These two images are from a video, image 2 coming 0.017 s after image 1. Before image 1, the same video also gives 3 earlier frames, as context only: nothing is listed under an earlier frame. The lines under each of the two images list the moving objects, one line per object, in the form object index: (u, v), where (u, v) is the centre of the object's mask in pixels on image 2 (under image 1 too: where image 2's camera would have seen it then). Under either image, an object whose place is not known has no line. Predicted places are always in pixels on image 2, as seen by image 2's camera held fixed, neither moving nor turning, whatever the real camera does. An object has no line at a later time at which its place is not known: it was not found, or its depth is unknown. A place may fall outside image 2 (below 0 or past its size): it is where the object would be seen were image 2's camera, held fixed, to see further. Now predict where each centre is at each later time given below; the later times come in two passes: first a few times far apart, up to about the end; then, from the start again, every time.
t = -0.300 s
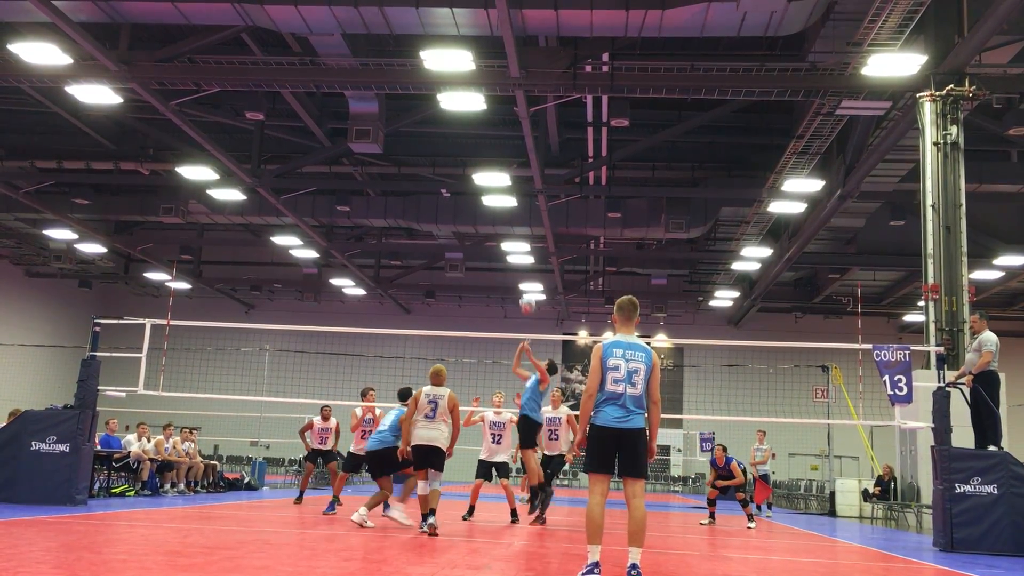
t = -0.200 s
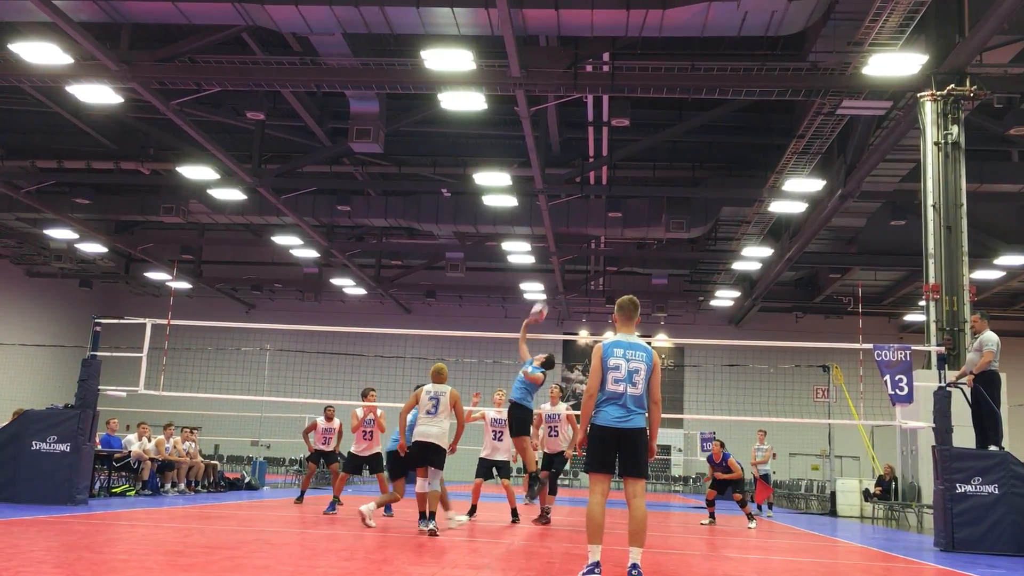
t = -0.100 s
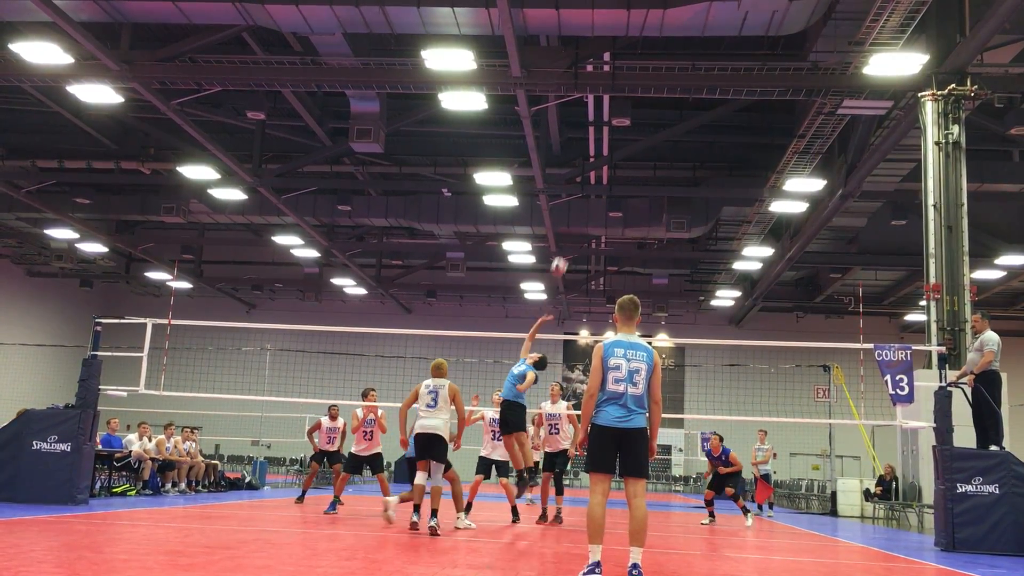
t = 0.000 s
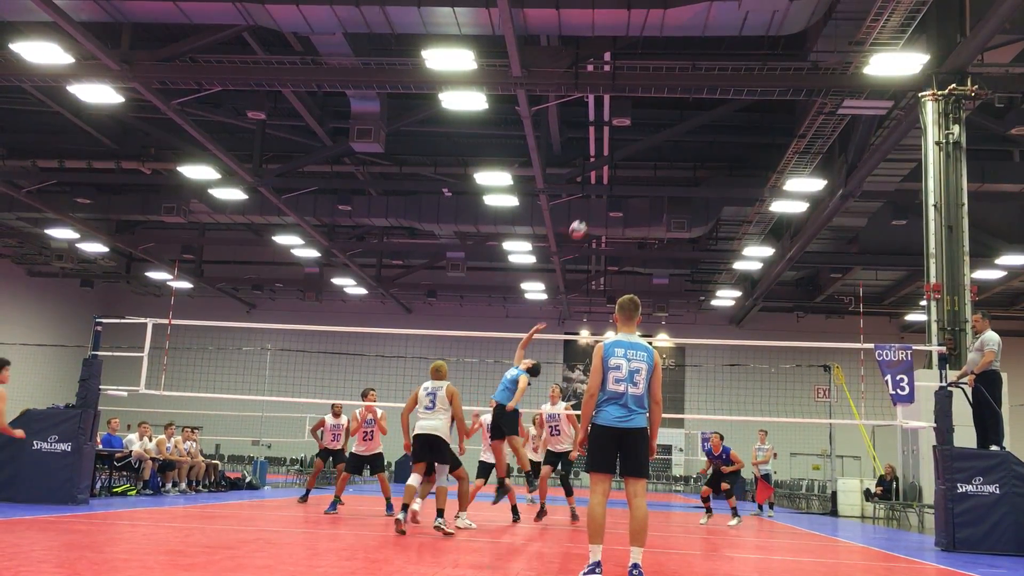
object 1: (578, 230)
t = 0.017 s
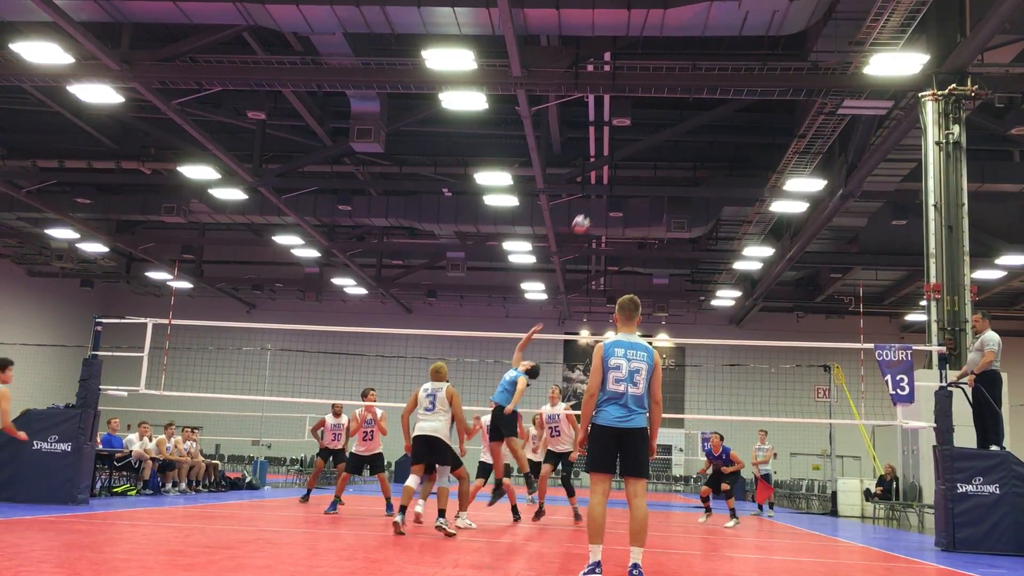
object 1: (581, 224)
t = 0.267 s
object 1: (626, 169)
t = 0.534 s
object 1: (671, 161)
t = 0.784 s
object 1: (713, 198)
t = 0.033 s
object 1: (584, 219)
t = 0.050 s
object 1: (587, 214)
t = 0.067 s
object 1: (590, 209)
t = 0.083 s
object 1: (593, 205)
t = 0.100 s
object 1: (596, 201)
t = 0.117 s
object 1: (599, 197)
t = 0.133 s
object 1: (602, 193)
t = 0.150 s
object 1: (605, 189)
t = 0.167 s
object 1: (608, 186)
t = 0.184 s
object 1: (611, 182)
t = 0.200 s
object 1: (614, 179)
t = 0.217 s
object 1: (617, 176)
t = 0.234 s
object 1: (620, 174)
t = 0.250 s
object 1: (622, 172)
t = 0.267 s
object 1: (626, 169)
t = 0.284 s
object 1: (629, 167)
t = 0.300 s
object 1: (631, 166)
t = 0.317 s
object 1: (634, 164)
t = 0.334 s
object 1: (637, 162)
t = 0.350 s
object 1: (640, 161)
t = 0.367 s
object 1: (643, 160)
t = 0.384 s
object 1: (646, 159)
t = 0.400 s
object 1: (648, 159)
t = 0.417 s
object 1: (651, 158)
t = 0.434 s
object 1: (654, 158)
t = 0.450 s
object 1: (657, 158)
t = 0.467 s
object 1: (660, 158)
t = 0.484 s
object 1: (663, 158)
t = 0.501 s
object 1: (665, 159)
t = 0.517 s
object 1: (668, 160)
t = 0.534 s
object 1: (671, 161)
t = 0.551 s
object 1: (674, 162)
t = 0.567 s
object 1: (677, 163)
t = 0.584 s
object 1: (679, 164)
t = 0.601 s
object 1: (682, 166)
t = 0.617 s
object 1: (685, 168)
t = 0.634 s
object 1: (688, 170)
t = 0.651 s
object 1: (691, 173)
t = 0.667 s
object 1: (693, 175)
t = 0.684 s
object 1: (696, 178)
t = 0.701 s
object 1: (699, 181)
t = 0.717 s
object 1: (702, 184)
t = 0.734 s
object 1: (704, 187)
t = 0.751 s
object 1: (707, 191)
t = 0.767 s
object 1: (710, 195)
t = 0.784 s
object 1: (713, 198)
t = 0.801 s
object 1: (715, 203)
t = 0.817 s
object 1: (718, 207)
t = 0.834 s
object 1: (721, 211)
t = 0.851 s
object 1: (723, 216)
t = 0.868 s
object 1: (726, 221)
